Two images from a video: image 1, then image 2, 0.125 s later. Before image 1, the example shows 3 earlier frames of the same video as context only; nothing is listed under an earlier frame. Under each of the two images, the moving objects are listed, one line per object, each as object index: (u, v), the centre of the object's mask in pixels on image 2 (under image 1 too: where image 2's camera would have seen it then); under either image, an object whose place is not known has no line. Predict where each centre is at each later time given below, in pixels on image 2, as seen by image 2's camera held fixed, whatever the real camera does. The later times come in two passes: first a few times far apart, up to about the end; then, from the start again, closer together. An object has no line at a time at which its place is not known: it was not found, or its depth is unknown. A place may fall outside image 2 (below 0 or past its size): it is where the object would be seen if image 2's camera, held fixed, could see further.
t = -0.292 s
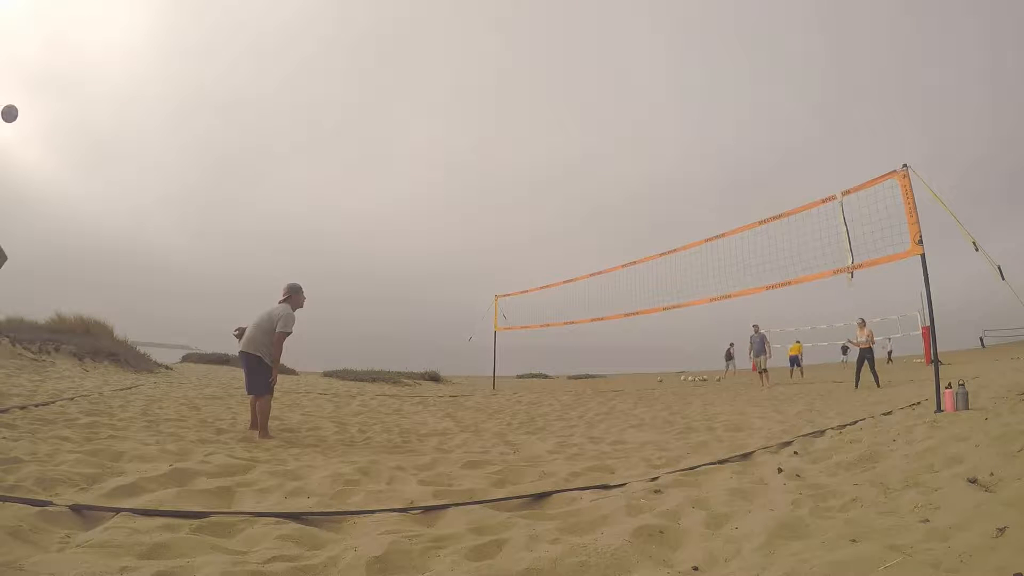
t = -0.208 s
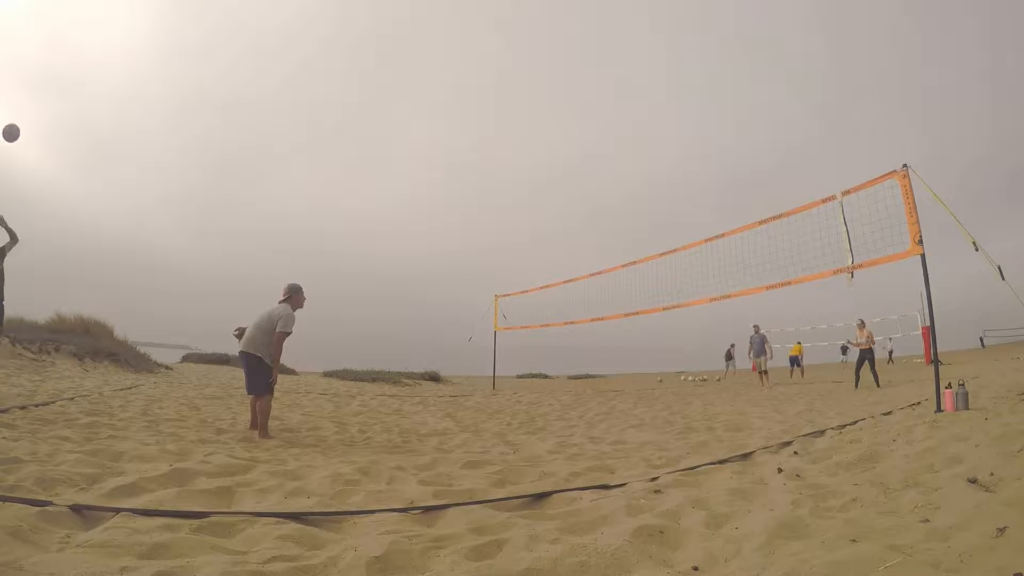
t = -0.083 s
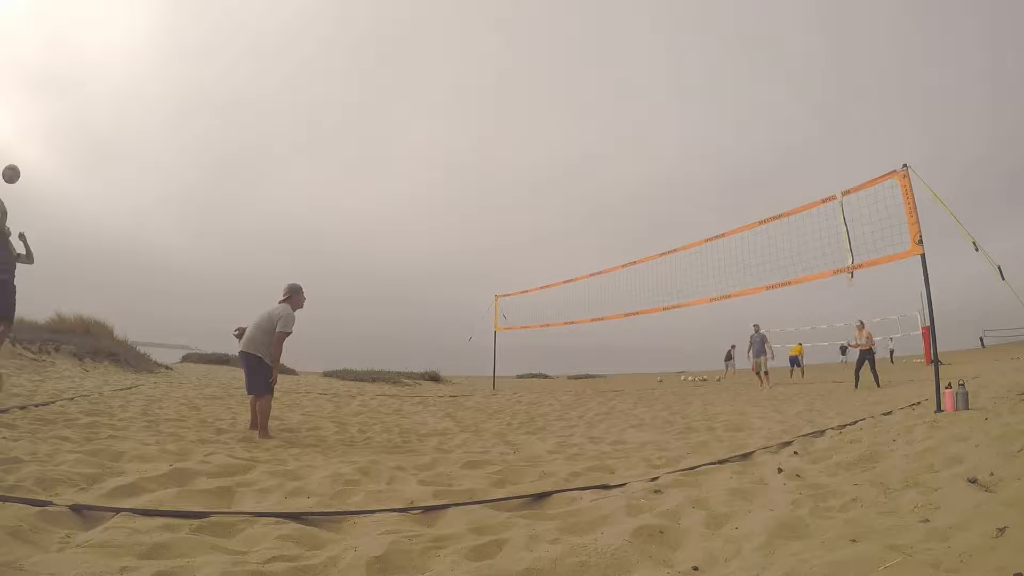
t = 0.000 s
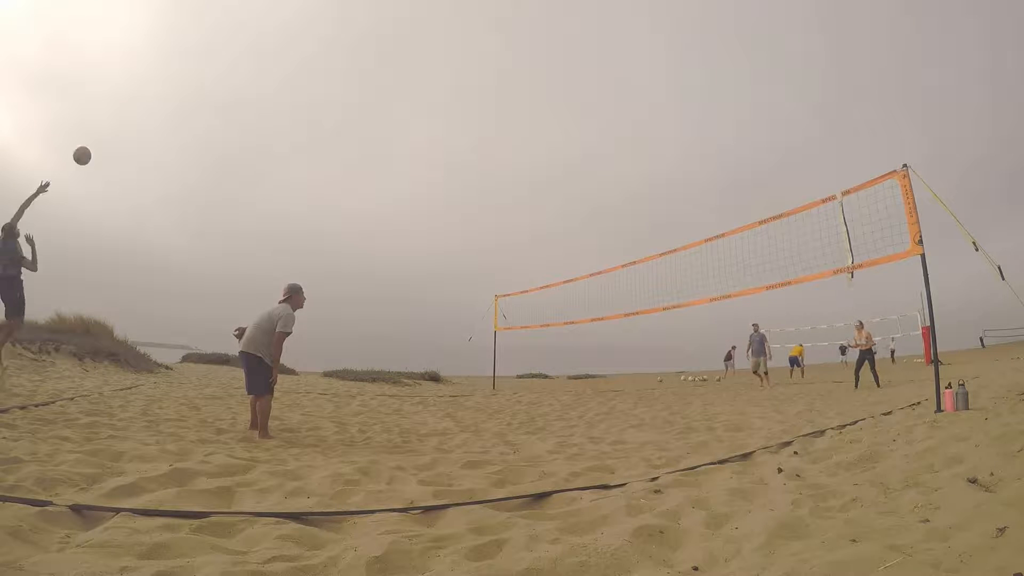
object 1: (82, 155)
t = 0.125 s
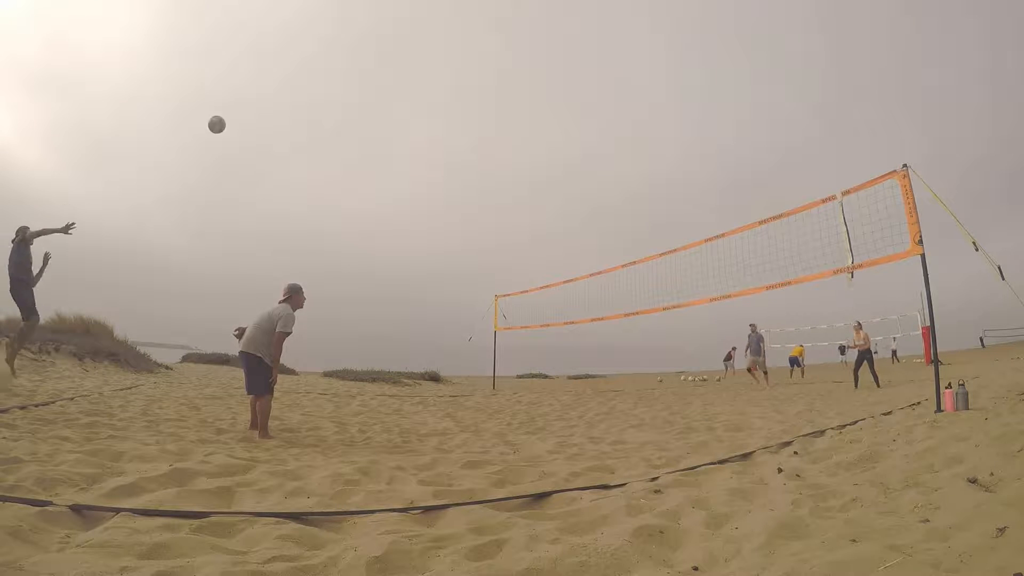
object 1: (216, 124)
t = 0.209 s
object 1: (301, 117)
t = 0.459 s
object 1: (503, 136)
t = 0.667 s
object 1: (618, 179)
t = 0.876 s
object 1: (699, 234)
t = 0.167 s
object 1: (259, 119)
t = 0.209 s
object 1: (301, 117)
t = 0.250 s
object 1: (339, 116)
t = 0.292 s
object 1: (376, 117)
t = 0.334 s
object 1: (411, 119)
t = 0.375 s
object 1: (444, 124)
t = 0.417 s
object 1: (475, 129)
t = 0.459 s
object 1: (503, 136)
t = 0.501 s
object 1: (529, 143)
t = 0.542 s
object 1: (554, 151)
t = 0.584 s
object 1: (577, 160)
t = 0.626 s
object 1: (598, 169)
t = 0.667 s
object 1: (618, 179)
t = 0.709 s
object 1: (637, 190)
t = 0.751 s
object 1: (654, 201)
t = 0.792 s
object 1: (669, 211)
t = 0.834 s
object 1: (685, 223)
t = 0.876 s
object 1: (699, 234)
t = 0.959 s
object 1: (725, 258)
